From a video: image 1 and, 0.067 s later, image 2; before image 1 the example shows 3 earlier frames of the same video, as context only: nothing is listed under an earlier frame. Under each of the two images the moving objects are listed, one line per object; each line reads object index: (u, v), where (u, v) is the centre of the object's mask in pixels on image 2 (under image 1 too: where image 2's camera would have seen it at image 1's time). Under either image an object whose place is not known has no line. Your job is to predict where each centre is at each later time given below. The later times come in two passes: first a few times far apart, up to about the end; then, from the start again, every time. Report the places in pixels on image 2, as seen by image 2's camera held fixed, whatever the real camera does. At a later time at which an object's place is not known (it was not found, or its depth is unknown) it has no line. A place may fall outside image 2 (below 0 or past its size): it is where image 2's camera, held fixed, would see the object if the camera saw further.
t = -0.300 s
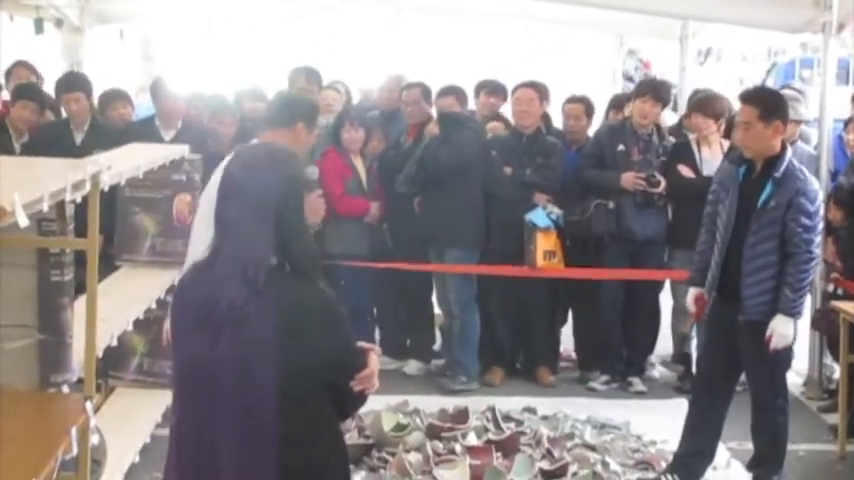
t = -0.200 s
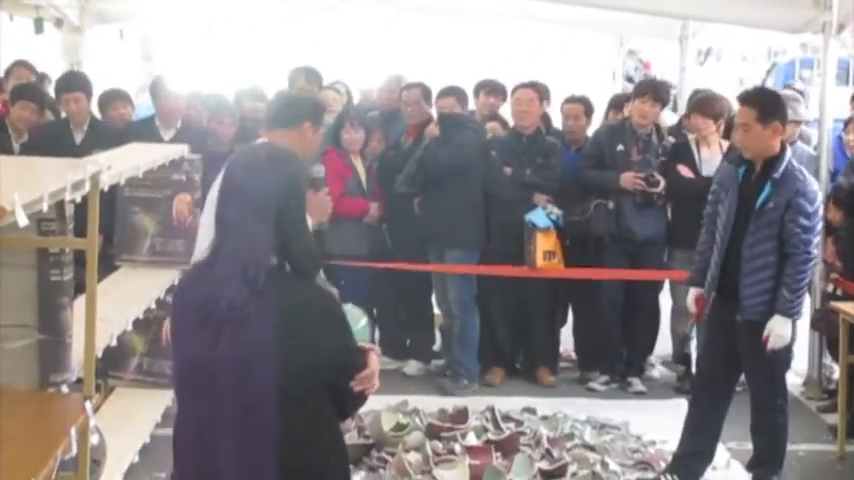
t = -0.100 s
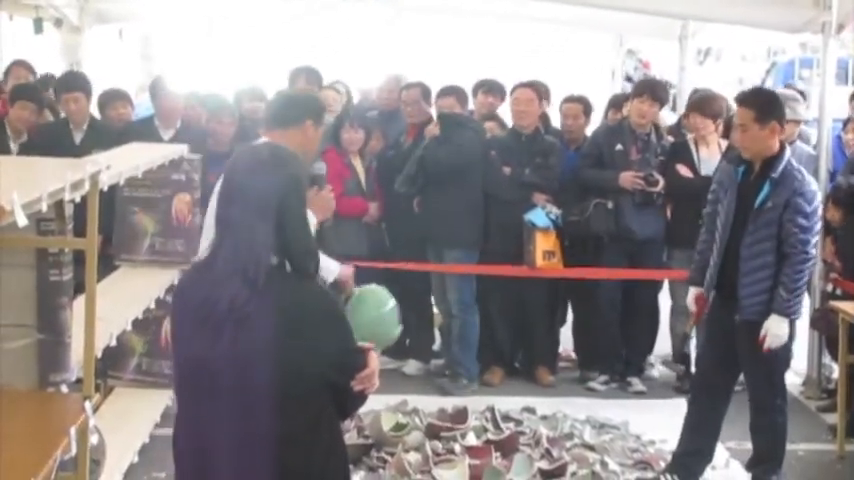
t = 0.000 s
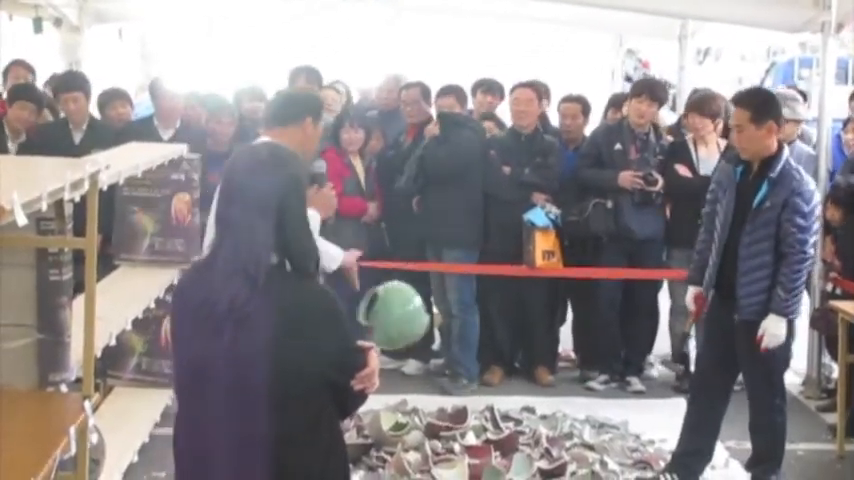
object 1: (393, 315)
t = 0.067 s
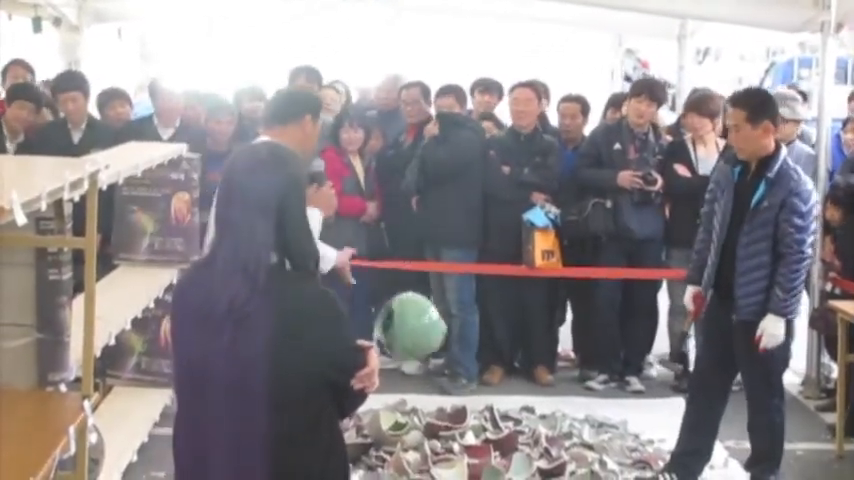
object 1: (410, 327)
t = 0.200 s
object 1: (446, 380)
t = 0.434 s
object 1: (478, 398)
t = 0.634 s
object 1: (500, 399)
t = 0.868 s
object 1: (511, 401)
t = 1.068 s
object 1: (503, 402)
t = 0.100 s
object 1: (419, 336)
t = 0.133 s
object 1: (428, 347)
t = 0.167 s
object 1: (436, 362)
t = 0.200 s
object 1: (446, 380)
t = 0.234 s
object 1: (453, 397)
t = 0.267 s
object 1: (458, 401)
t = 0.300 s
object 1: (463, 401)
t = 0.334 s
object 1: (467, 399)
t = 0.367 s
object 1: (471, 399)
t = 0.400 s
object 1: (474, 399)
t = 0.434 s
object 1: (478, 398)
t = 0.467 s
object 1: (481, 397)
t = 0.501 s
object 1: (486, 397)
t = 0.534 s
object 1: (489, 396)
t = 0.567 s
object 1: (493, 397)
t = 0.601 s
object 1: (497, 398)
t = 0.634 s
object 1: (500, 399)
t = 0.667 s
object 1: (504, 398)
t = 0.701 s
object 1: (506, 399)
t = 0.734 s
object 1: (508, 399)
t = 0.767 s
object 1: (510, 399)
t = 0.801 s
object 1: (511, 400)
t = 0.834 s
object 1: (512, 400)
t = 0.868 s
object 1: (511, 401)
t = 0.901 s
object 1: (511, 401)
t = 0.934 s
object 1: (509, 402)
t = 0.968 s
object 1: (508, 402)
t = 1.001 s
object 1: (506, 402)
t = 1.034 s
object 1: (504, 402)
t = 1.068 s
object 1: (503, 402)
